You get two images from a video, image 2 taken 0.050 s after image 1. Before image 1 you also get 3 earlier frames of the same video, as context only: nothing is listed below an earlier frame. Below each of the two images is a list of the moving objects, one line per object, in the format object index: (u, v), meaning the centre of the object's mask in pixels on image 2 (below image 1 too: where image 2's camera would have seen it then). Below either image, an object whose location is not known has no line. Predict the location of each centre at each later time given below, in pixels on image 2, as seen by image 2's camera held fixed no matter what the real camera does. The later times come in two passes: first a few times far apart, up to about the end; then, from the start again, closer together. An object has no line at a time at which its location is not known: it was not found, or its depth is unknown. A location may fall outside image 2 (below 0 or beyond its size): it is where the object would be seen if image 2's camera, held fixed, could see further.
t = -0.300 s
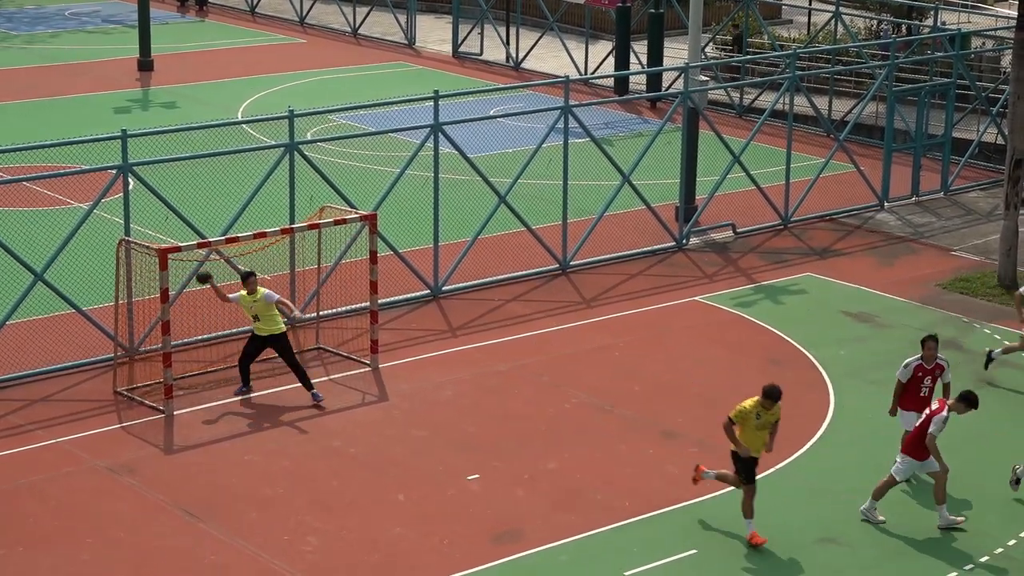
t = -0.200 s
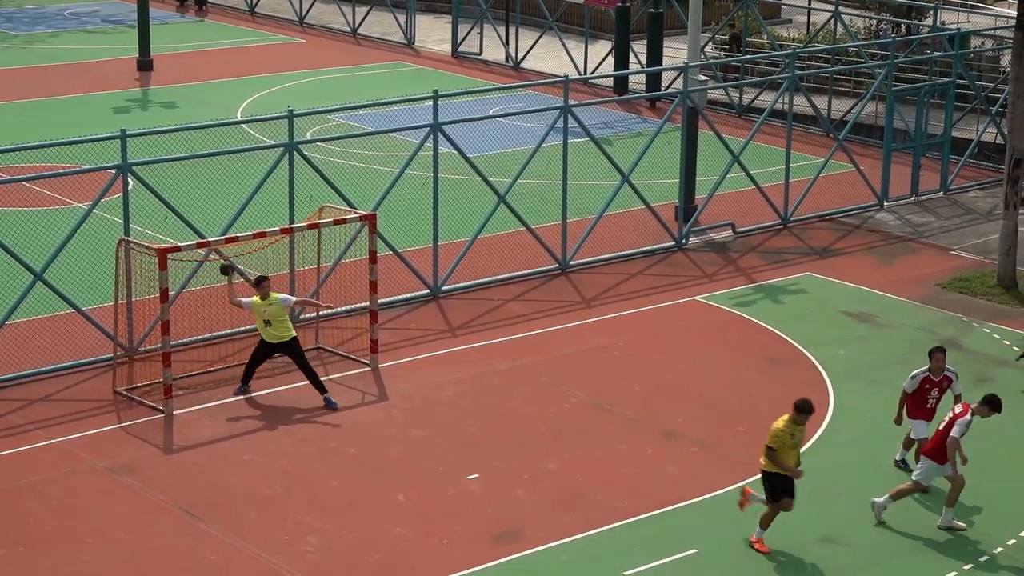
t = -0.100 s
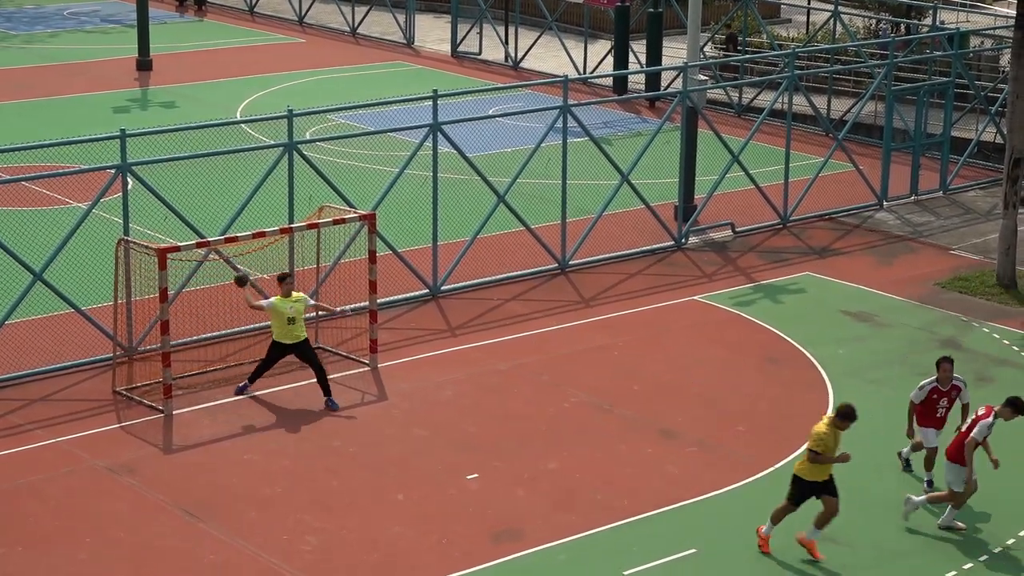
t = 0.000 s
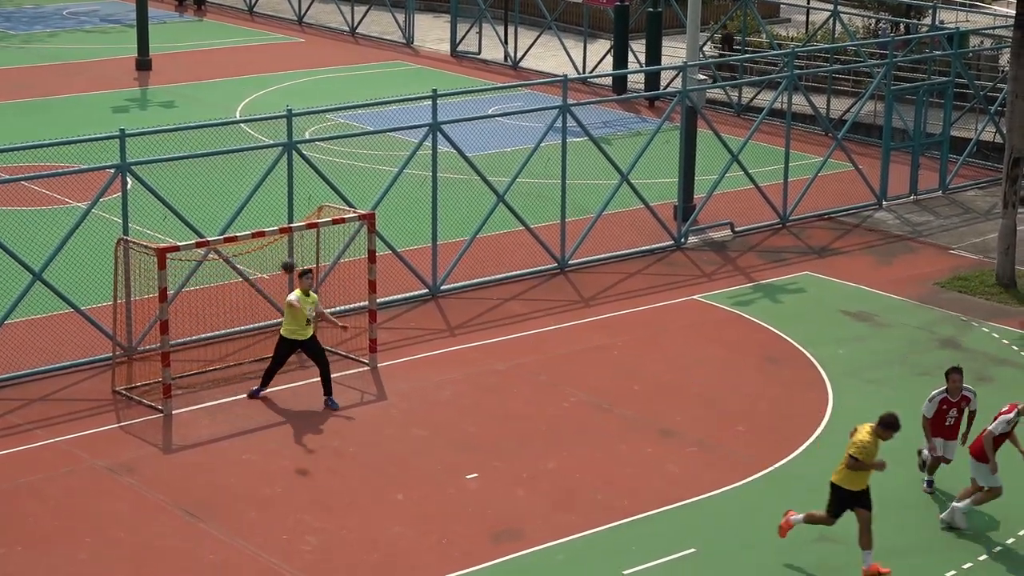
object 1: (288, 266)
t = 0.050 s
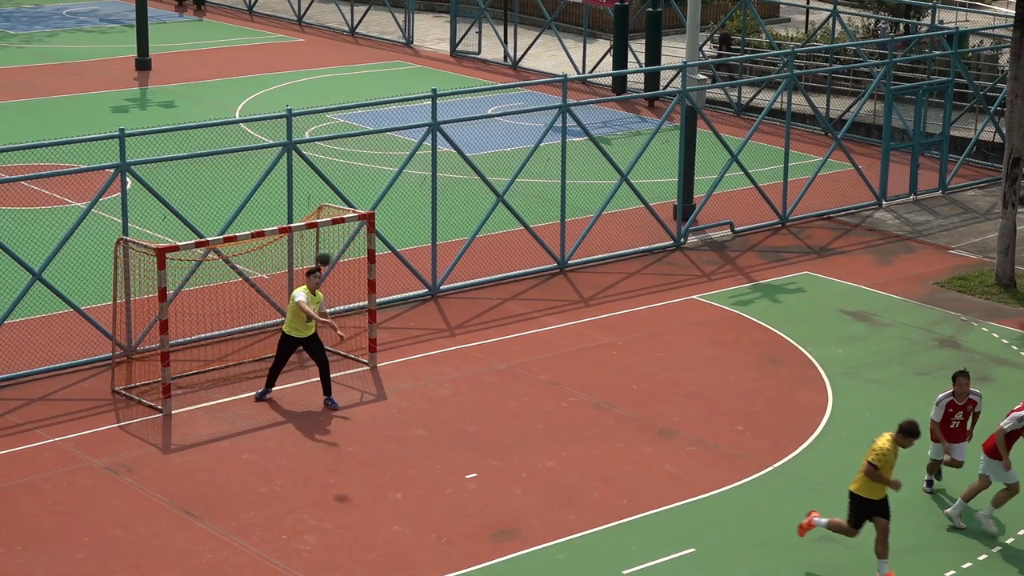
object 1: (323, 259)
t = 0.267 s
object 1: (501, 243)
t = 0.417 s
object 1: (650, 252)
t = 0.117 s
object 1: (374, 251)
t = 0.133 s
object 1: (387, 249)
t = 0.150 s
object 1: (400, 249)
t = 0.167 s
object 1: (415, 247)
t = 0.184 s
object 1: (428, 246)
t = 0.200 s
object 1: (444, 245)
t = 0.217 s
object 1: (457, 244)
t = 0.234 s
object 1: (471, 244)
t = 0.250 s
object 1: (486, 243)
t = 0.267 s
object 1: (501, 243)
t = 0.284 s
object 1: (516, 244)
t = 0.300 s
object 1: (532, 244)
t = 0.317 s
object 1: (547, 245)
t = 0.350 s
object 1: (580, 246)
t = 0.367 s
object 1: (597, 247)
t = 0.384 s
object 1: (615, 248)
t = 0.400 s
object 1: (632, 250)
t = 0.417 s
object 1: (650, 252)
